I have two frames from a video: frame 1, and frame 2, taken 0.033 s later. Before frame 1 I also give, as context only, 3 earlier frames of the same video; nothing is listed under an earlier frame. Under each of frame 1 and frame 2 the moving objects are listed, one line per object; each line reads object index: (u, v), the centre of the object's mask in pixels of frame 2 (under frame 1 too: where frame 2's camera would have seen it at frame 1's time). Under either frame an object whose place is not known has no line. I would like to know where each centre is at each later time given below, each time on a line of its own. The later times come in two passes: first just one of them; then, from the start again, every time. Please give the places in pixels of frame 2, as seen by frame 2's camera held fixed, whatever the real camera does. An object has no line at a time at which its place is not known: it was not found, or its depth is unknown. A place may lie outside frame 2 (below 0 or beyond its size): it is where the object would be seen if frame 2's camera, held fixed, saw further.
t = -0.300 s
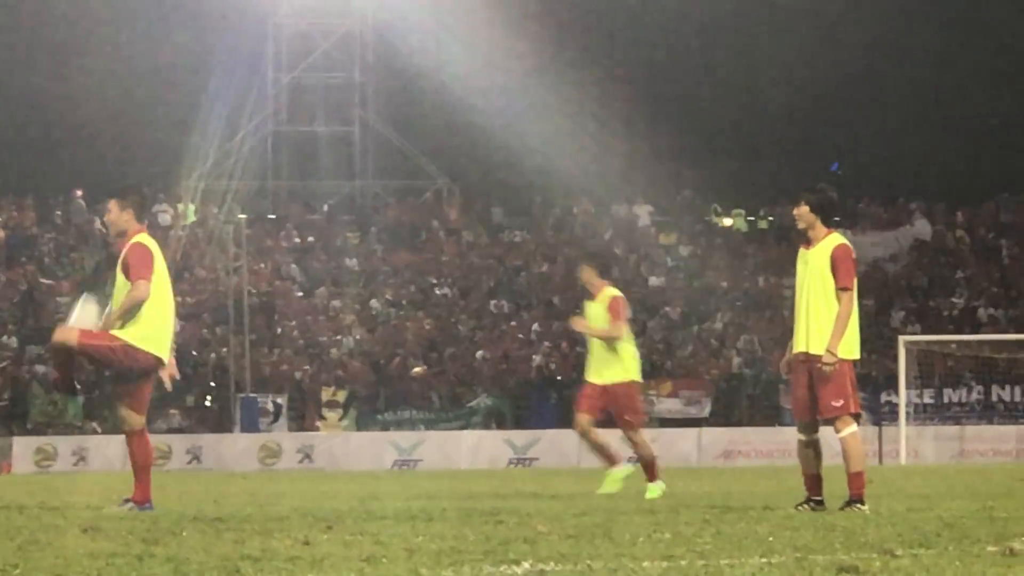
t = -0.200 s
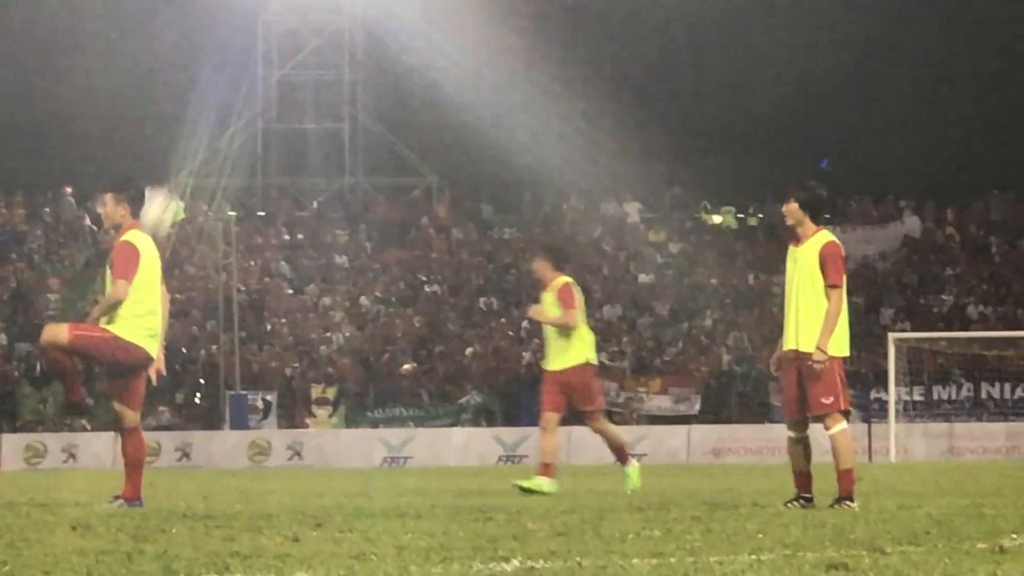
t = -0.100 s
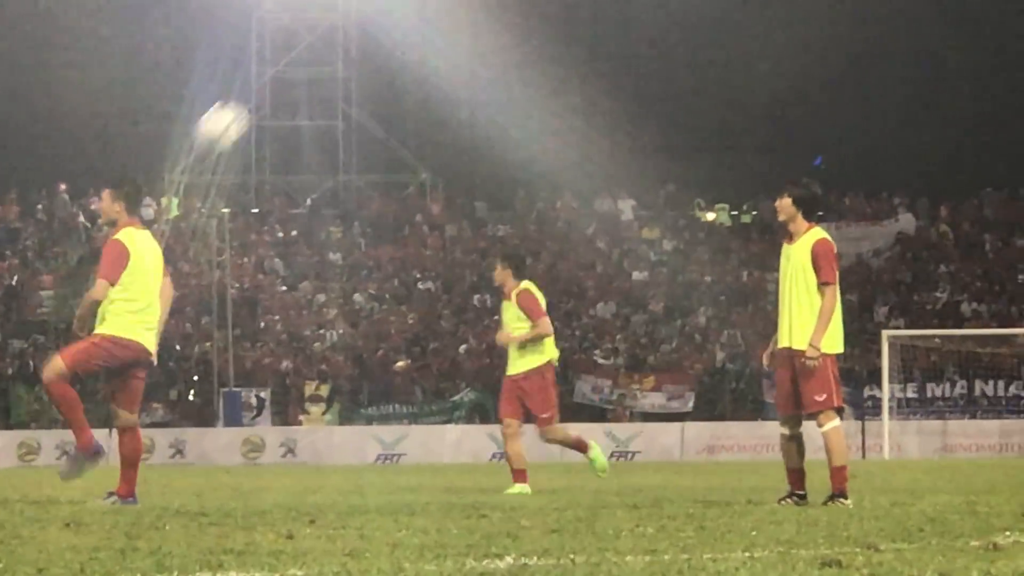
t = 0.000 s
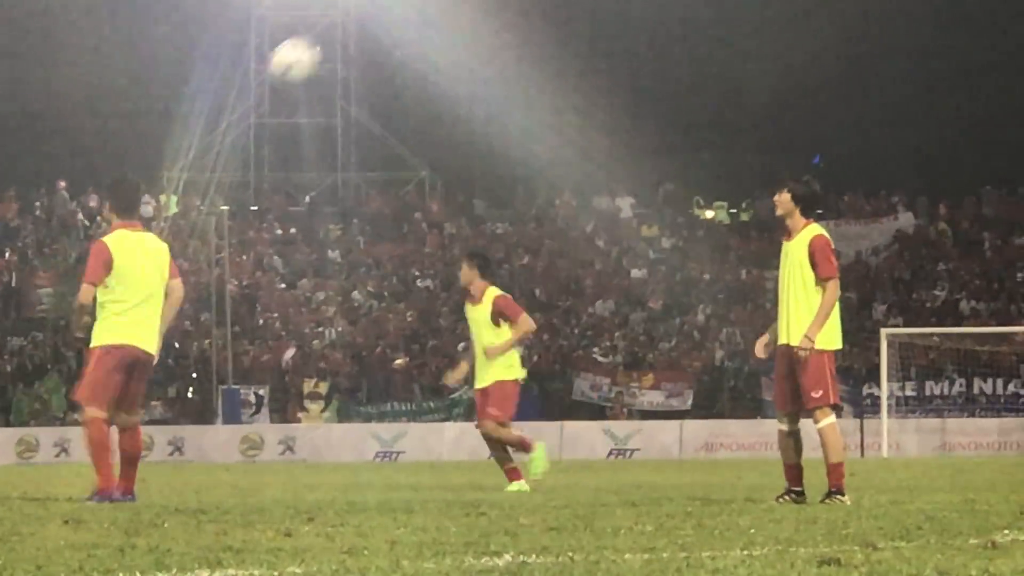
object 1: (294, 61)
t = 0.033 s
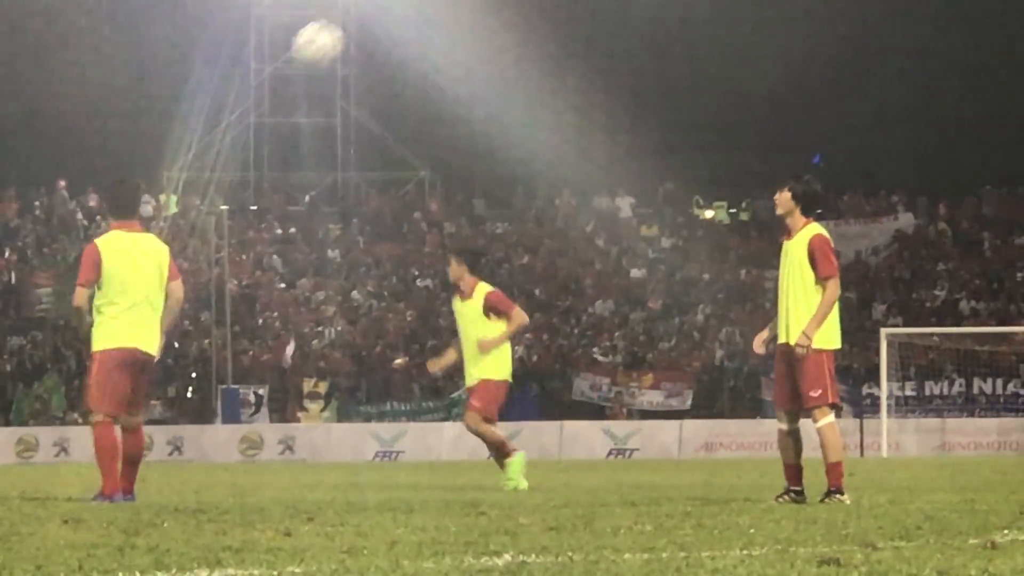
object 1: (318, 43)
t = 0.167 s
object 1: (411, 8)
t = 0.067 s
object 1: (342, 29)
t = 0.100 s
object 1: (365, 18)
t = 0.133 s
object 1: (387, 13)
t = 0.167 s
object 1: (411, 8)
